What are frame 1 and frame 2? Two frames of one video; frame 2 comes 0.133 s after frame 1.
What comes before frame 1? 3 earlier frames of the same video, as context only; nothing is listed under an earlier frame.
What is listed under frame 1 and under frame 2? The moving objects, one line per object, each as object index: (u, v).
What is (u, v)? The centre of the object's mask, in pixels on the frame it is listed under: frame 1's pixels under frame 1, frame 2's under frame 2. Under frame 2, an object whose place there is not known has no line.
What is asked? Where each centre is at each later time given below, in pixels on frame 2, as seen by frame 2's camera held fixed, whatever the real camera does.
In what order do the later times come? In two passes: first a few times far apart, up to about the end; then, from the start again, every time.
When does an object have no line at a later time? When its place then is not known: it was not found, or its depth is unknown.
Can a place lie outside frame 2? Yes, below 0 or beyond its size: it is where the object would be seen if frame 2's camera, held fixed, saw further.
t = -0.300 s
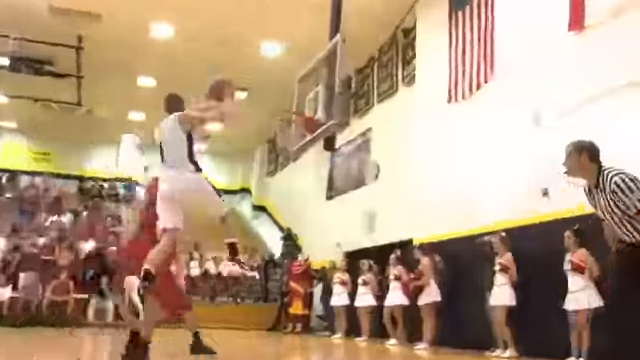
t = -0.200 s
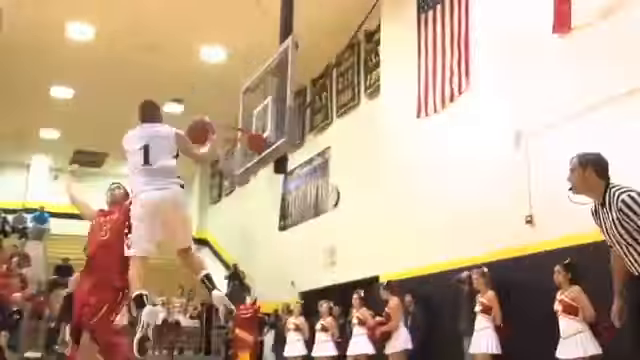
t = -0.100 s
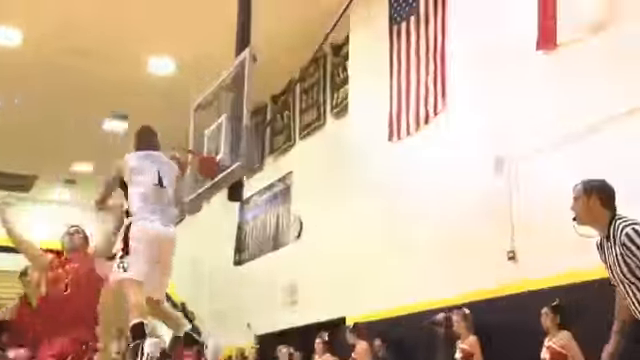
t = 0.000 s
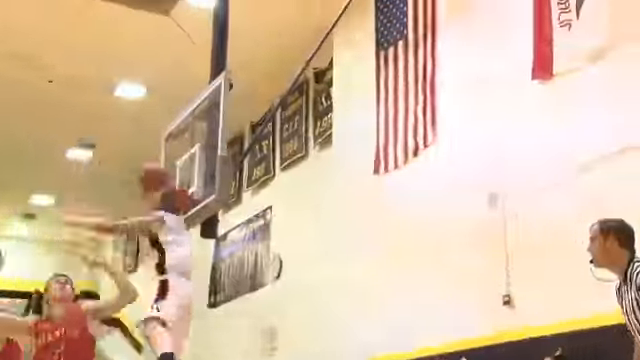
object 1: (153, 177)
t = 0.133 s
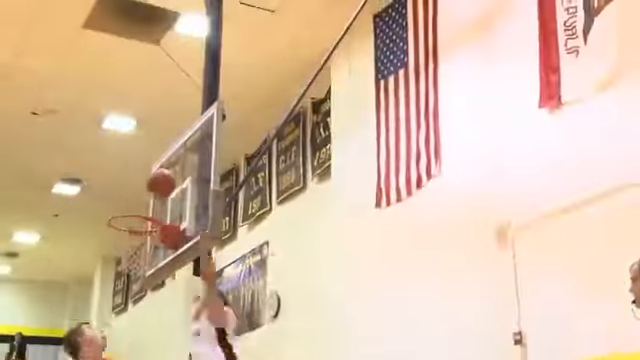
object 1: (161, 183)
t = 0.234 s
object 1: (170, 176)
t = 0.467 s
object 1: (150, 188)
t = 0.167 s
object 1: (165, 179)
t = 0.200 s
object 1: (167, 177)
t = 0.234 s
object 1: (170, 176)
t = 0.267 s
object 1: (173, 175)
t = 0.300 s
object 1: (178, 177)
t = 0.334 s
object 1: (180, 179)
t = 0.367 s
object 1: (172, 179)
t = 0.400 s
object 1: (164, 181)
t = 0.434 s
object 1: (157, 184)
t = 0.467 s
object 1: (150, 188)
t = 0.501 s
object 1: (141, 193)
